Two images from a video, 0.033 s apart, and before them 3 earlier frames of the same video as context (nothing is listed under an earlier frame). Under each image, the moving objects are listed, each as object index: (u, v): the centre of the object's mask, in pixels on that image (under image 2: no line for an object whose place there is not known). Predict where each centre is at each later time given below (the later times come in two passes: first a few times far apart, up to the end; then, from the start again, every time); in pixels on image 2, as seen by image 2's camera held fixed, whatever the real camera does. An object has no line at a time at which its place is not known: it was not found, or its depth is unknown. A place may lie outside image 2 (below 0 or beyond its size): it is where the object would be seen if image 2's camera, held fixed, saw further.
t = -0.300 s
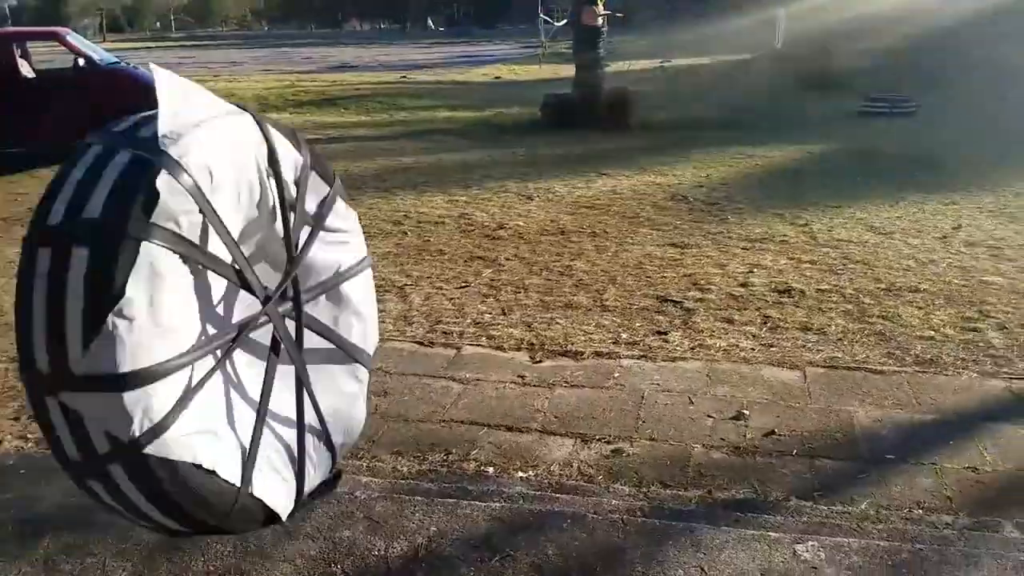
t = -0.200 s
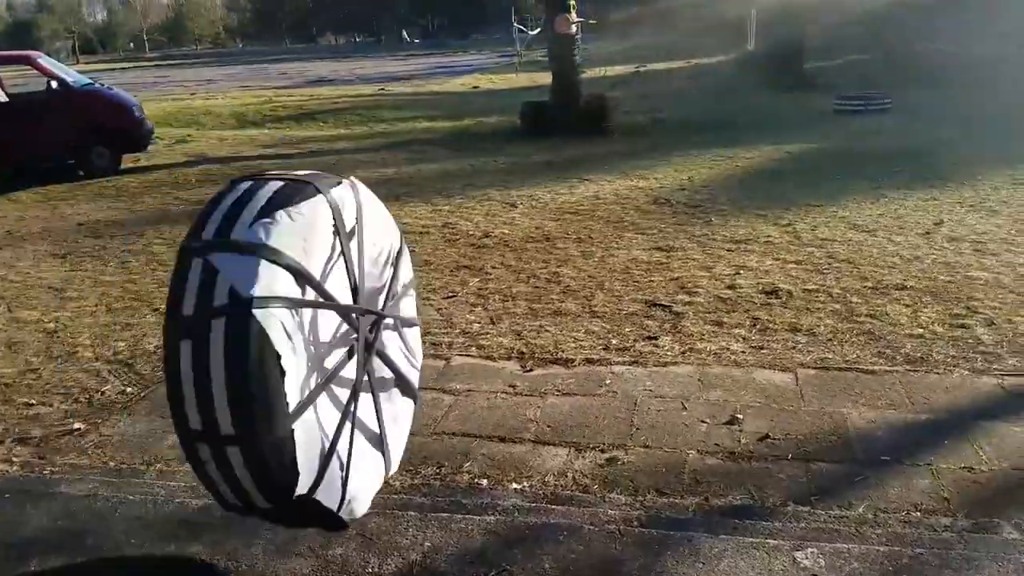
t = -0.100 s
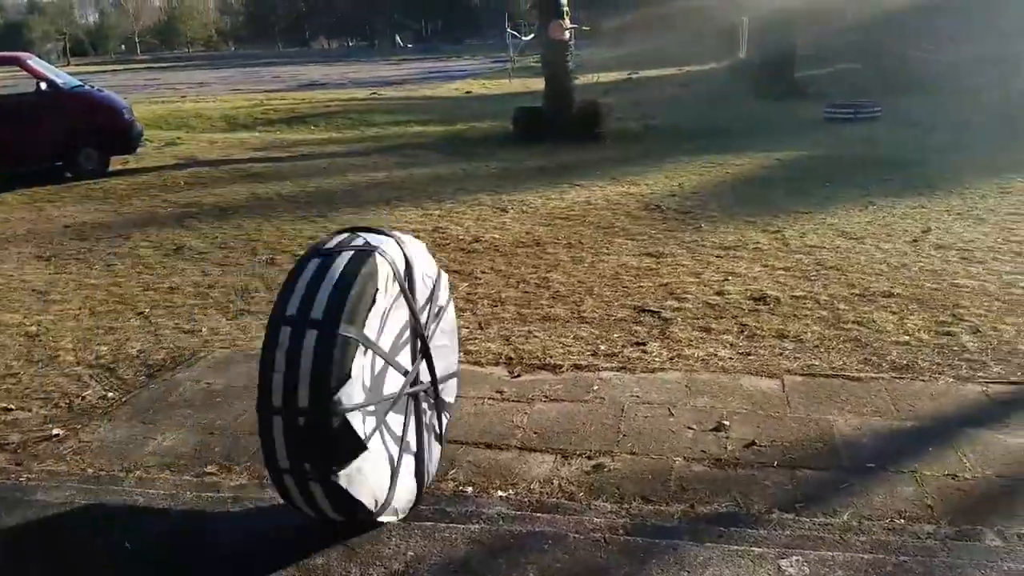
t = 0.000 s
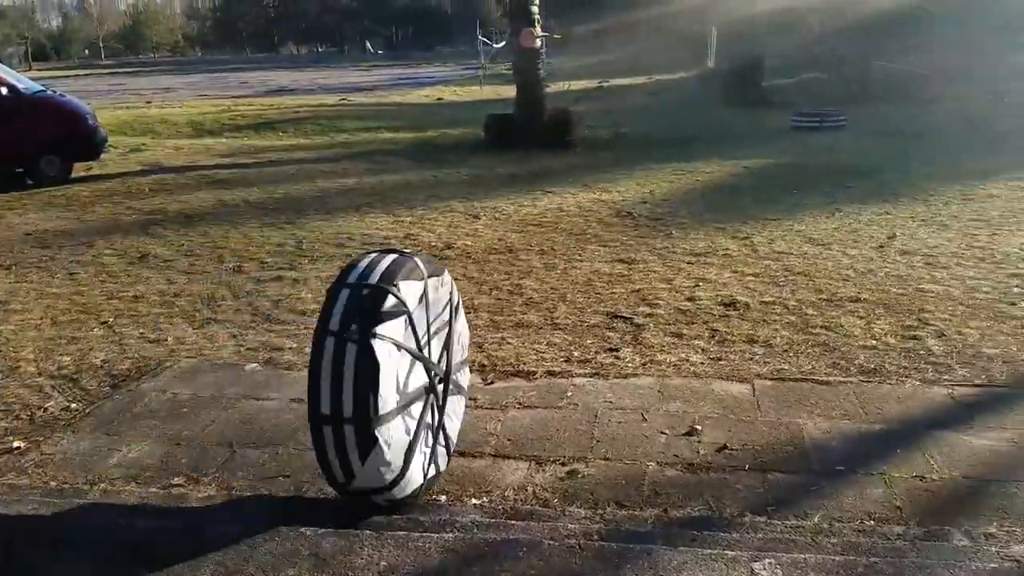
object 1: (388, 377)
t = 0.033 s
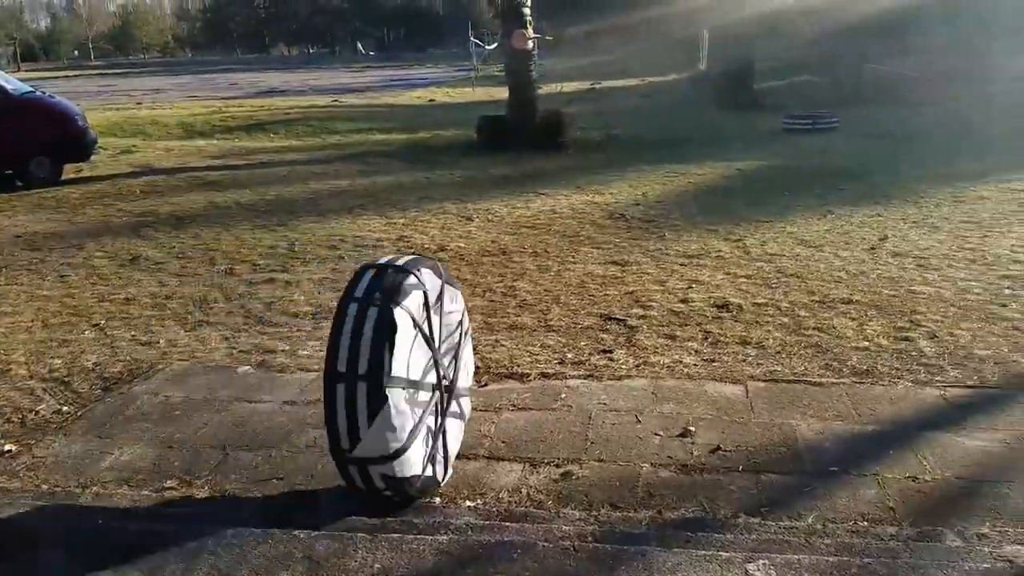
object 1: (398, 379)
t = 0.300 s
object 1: (485, 280)
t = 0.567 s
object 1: (540, 267)
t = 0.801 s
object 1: (569, 219)
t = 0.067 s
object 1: (414, 380)
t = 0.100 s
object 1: (427, 377)
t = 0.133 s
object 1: (439, 359)
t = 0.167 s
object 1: (450, 338)
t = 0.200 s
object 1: (460, 319)
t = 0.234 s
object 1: (468, 304)
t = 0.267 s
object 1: (477, 291)
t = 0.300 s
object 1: (485, 280)
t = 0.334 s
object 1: (493, 273)
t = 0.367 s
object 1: (502, 269)
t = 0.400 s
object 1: (509, 265)
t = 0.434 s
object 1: (516, 263)
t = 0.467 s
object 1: (523, 263)
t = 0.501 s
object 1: (529, 266)
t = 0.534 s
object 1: (535, 268)
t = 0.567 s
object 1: (540, 267)
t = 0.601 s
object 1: (545, 257)
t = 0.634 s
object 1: (550, 247)
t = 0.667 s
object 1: (554, 237)
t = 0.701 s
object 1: (558, 231)
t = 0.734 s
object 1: (562, 225)
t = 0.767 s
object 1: (566, 222)
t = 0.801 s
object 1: (569, 219)
